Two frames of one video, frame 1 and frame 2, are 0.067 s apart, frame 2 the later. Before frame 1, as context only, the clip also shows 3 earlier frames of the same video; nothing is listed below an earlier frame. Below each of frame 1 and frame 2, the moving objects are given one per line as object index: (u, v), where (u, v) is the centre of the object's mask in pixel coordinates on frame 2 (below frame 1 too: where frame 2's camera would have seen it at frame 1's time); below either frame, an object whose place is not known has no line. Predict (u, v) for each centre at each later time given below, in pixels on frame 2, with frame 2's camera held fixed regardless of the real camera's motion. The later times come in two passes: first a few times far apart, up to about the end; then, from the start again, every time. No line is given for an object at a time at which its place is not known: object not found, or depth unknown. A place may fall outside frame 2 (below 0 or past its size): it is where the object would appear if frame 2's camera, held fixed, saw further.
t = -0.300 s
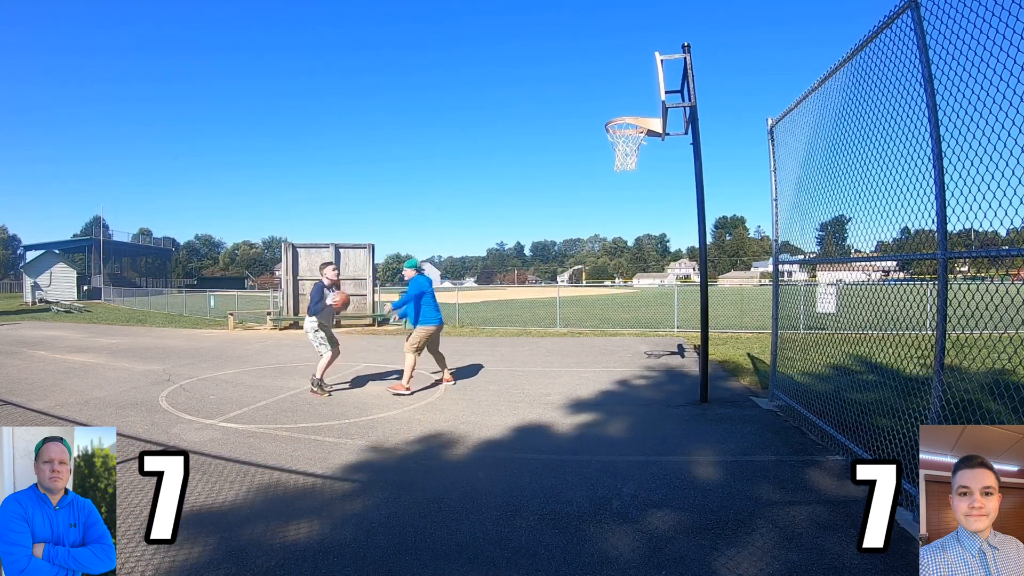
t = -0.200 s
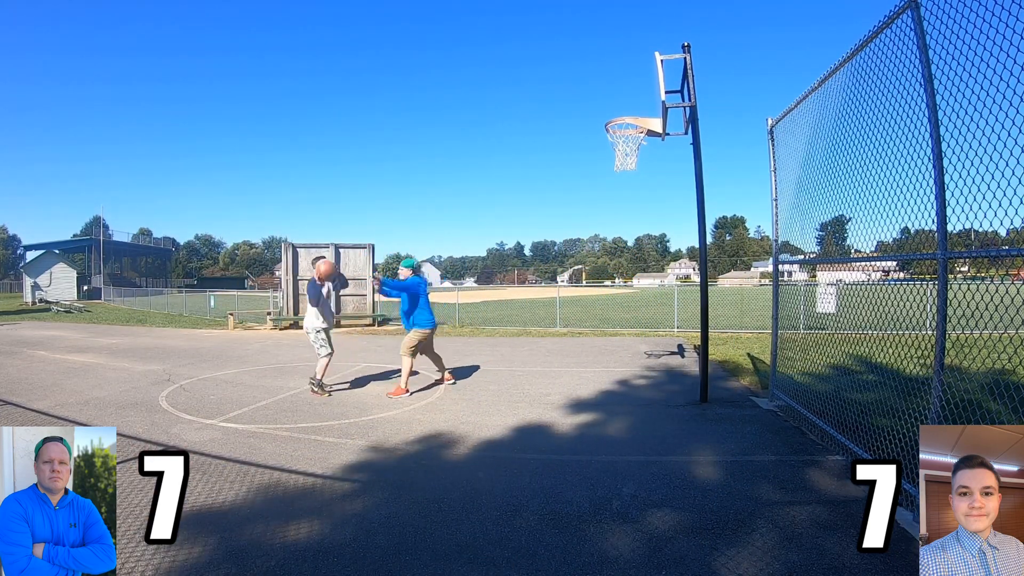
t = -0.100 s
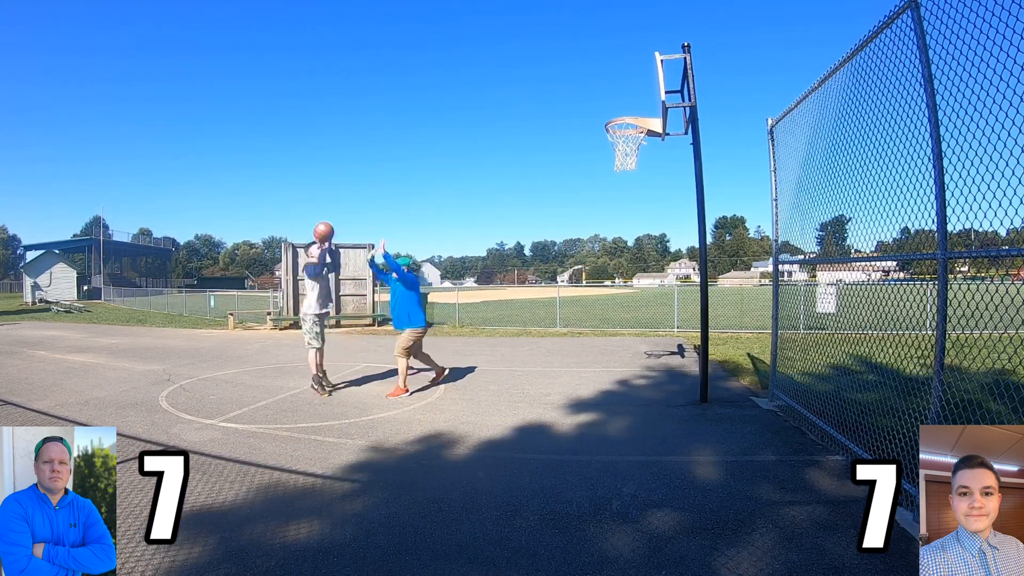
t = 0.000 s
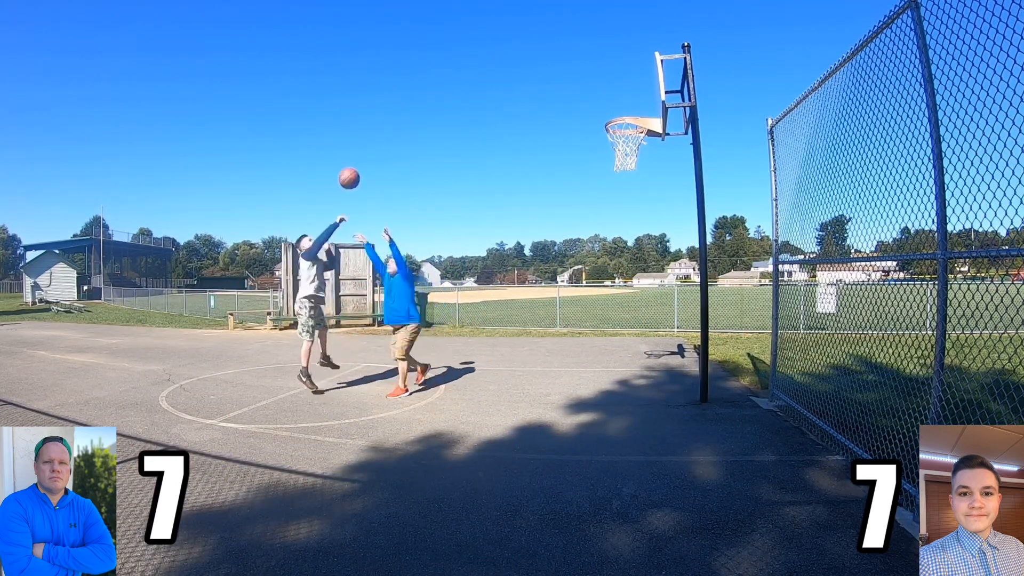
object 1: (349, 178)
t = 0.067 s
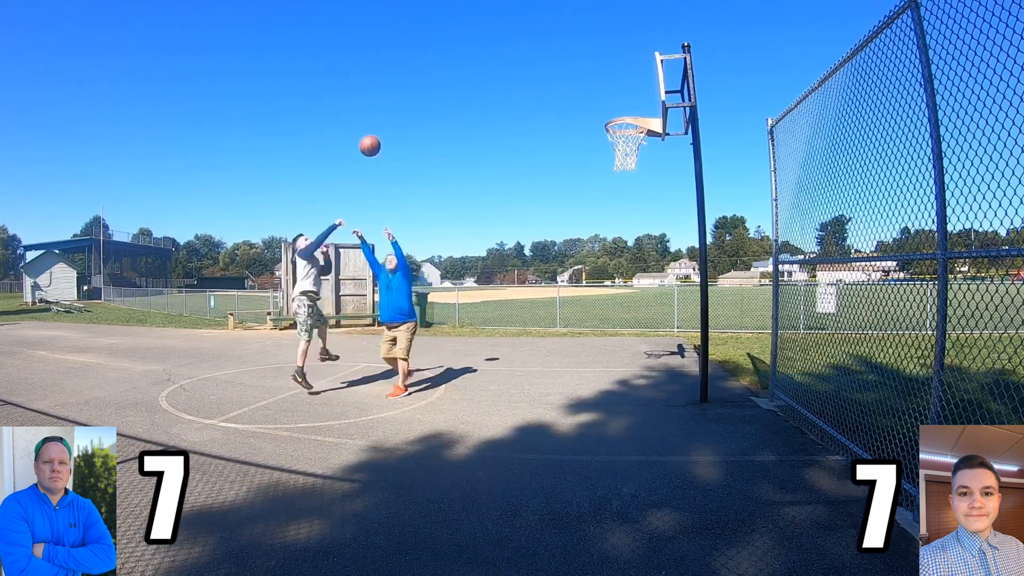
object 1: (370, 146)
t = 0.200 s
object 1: (412, 93)
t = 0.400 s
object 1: (474, 43)
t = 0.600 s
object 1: (535, 25)
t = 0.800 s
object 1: (598, 41)
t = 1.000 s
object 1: (638, 90)
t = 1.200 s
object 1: (590, 81)
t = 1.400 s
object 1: (543, 76)
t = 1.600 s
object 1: (498, 104)
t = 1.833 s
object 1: (447, 179)
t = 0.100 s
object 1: (380, 131)
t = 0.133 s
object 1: (391, 117)
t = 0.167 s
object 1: (401, 105)
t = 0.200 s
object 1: (412, 93)
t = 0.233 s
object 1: (422, 82)
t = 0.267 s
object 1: (432, 72)
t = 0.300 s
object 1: (443, 64)
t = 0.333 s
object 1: (453, 56)
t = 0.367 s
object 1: (464, 49)
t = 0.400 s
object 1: (474, 43)
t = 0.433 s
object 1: (484, 38)
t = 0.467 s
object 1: (495, 33)
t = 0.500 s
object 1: (505, 30)
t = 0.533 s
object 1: (515, 28)
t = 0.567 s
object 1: (525, 26)
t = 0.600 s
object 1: (535, 25)
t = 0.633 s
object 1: (546, 26)
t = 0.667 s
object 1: (556, 27)
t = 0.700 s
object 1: (566, 29)
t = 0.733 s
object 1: (577, 32)
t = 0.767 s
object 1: (587, 36)
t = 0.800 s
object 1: (598, 41)
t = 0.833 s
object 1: (609, 47)
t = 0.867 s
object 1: (619, 54)
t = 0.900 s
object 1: (630, 62)
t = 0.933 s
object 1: (641, 71)
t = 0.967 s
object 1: (644, 80)
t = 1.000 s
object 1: (638, 90)
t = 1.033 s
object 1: (631, 102)
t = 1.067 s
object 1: (624, 105)
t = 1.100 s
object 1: (615, 97)
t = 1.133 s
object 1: (607, 91)
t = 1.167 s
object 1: (598, 85)
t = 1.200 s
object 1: (590, 81)
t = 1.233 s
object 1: (582, 78)
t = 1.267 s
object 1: (574, 76)
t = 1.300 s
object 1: (566, 74)
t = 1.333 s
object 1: (559, 74)
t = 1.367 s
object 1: (551, 75)
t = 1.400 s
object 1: (543, 76)
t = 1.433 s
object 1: (536, 78)
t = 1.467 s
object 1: (528, 82)
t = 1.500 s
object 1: (520, 86)
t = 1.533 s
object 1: (513, 91)
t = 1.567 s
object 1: (505, 97)
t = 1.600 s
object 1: (498, 104)
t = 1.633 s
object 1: (491, 112)
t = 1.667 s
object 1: (483, 121)
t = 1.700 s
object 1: (476, 130)
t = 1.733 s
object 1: (469, 141)
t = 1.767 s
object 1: (462, 153)
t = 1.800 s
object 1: (454, 165)
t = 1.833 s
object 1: (447, 179)
